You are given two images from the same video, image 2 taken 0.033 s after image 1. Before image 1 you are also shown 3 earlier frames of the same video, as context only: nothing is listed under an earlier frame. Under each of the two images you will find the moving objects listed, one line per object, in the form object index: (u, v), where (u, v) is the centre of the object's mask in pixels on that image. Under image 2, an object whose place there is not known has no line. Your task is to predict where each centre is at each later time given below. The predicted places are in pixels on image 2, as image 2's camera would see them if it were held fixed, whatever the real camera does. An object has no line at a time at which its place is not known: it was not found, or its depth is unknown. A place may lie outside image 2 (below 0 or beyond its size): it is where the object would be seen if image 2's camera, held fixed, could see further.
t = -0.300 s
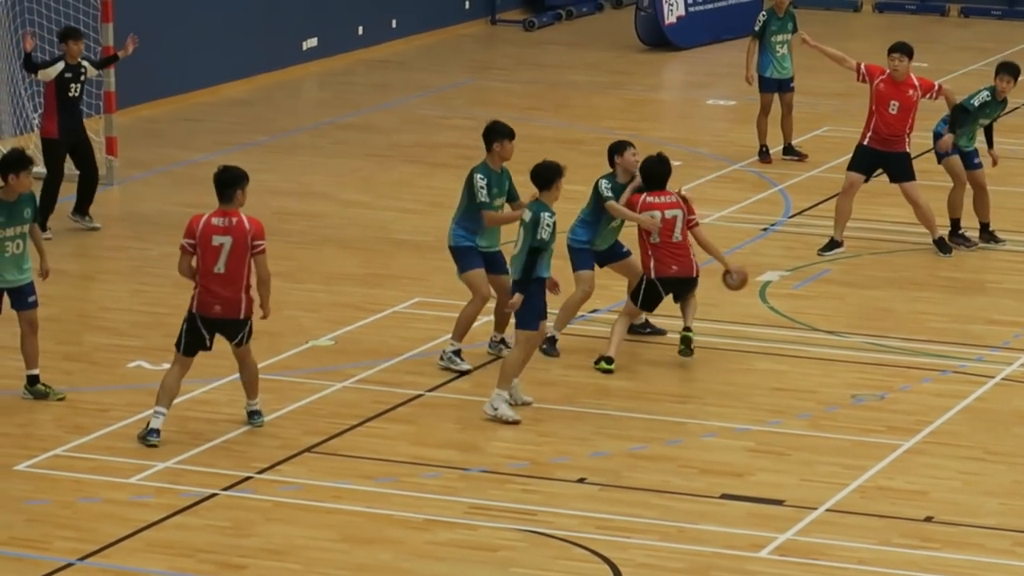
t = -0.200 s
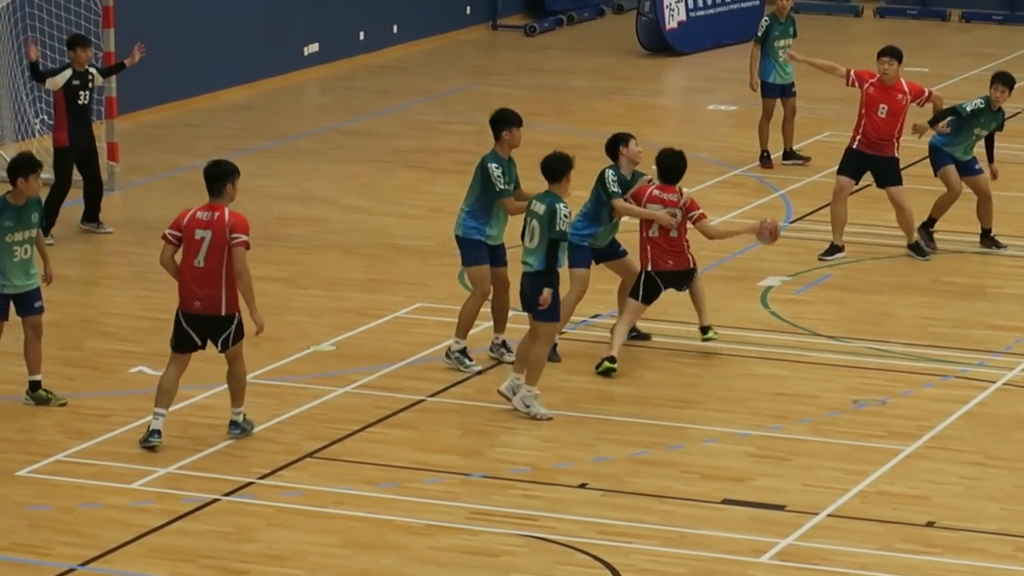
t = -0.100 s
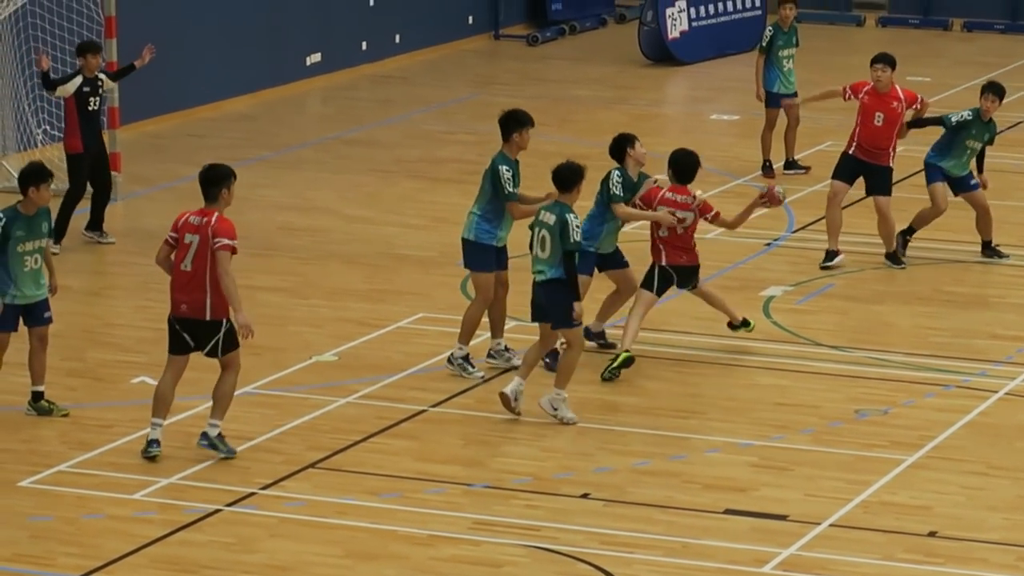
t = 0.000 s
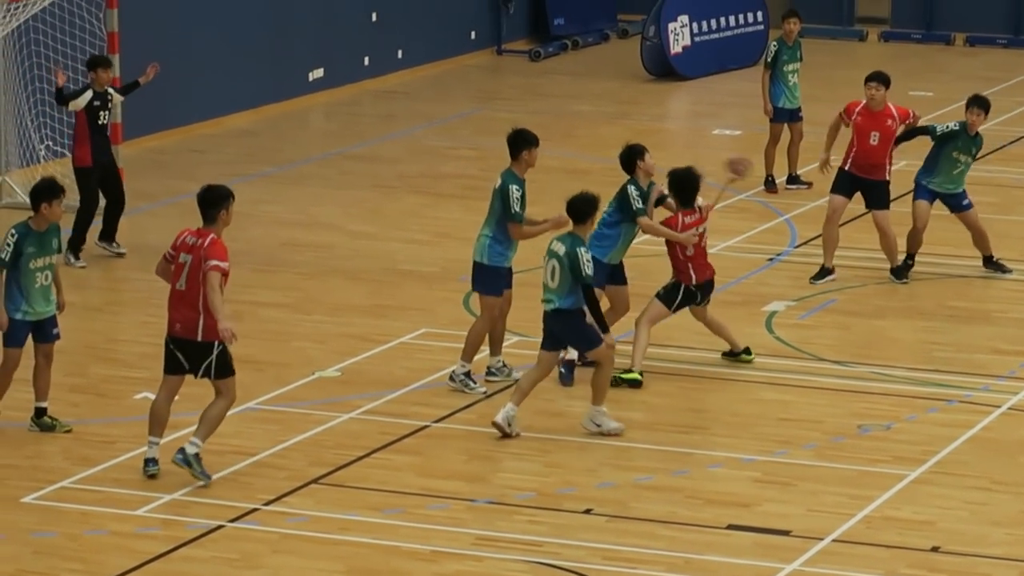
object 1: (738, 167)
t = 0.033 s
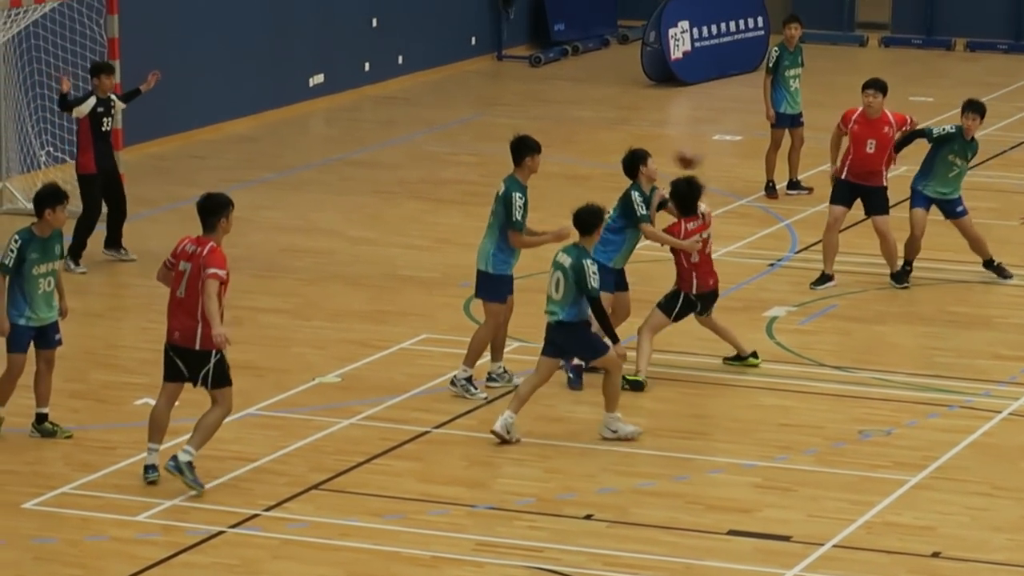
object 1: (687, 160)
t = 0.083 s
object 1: (608, 143)
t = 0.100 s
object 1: (583, 140)
